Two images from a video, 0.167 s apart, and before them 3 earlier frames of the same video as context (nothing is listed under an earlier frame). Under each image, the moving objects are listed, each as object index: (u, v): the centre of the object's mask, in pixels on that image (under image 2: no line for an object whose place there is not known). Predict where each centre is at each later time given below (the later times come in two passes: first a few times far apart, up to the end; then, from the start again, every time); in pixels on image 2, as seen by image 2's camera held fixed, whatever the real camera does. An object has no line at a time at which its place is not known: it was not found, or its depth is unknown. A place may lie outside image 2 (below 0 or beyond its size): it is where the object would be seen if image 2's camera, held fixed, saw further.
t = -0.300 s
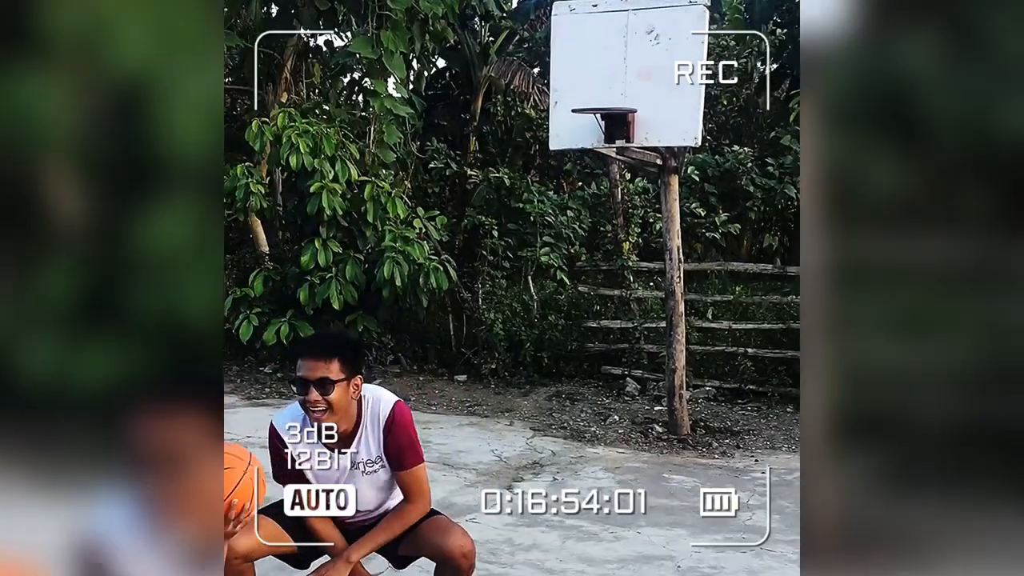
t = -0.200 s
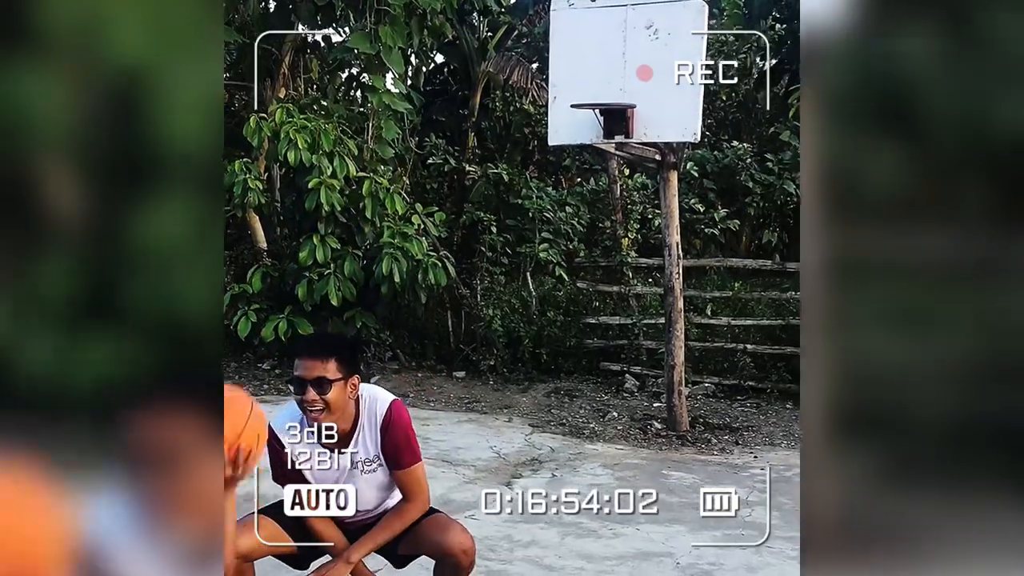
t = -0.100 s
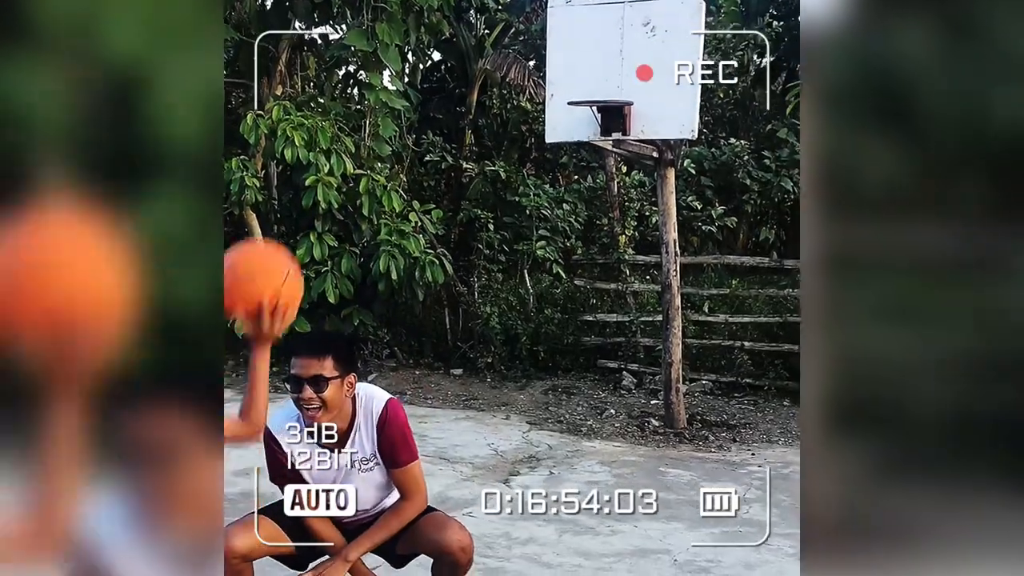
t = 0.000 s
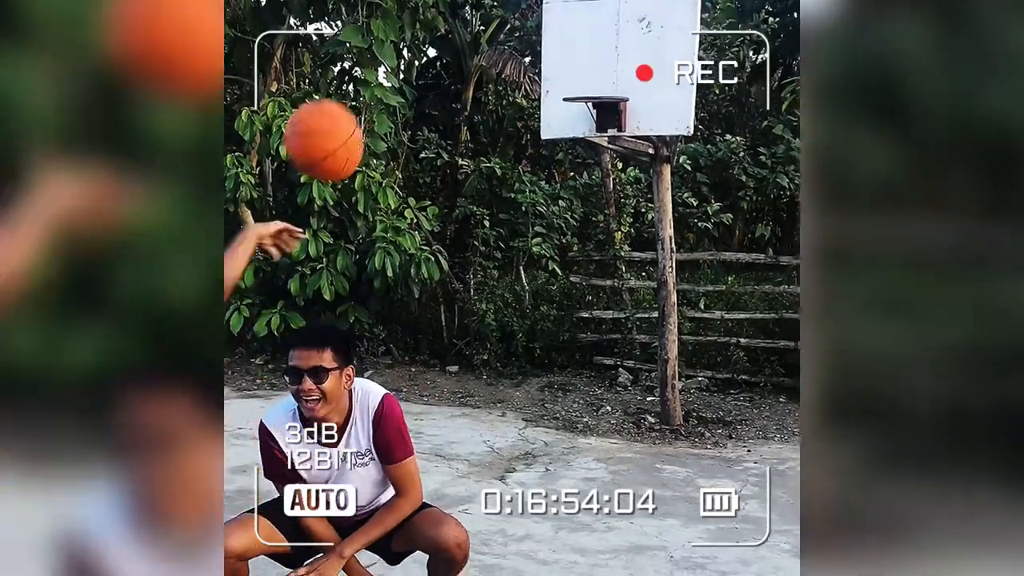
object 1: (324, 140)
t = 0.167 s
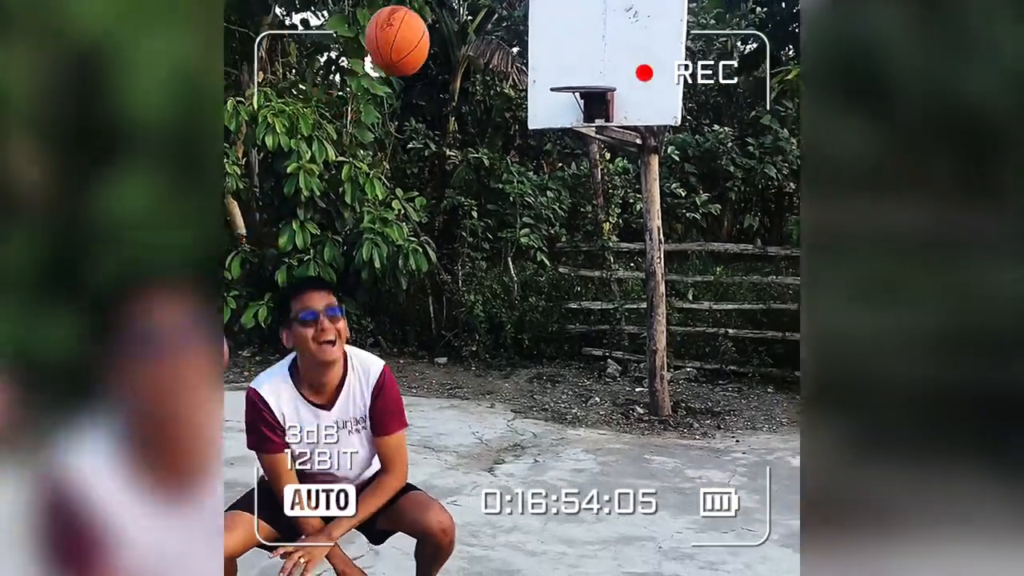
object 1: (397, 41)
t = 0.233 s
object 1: (424, 39)
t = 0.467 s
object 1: (496, 132)
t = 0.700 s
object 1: (545, 304)
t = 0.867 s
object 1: (569, 427)
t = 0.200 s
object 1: (411, 38)
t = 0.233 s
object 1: (424, 39)
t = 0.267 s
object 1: (436, 45)
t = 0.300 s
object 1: (447, 53)
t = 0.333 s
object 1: (458, 64)
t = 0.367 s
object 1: (468, 78)
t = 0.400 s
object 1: (478, 94)
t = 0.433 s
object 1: (487, 112)
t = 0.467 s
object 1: (496, 132)
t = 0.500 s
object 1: (504, 153)
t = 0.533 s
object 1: (512, 175)
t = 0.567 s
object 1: (519, 199)
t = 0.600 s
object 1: (526, 224)
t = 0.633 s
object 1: (533, 250)
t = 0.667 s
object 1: (539, 276)
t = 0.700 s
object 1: (545, 304)
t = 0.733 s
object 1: (551, 332)
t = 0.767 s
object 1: (556, 361)
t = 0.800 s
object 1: (561, 389)
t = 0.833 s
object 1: (566, 418)
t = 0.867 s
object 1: (569, 427)
